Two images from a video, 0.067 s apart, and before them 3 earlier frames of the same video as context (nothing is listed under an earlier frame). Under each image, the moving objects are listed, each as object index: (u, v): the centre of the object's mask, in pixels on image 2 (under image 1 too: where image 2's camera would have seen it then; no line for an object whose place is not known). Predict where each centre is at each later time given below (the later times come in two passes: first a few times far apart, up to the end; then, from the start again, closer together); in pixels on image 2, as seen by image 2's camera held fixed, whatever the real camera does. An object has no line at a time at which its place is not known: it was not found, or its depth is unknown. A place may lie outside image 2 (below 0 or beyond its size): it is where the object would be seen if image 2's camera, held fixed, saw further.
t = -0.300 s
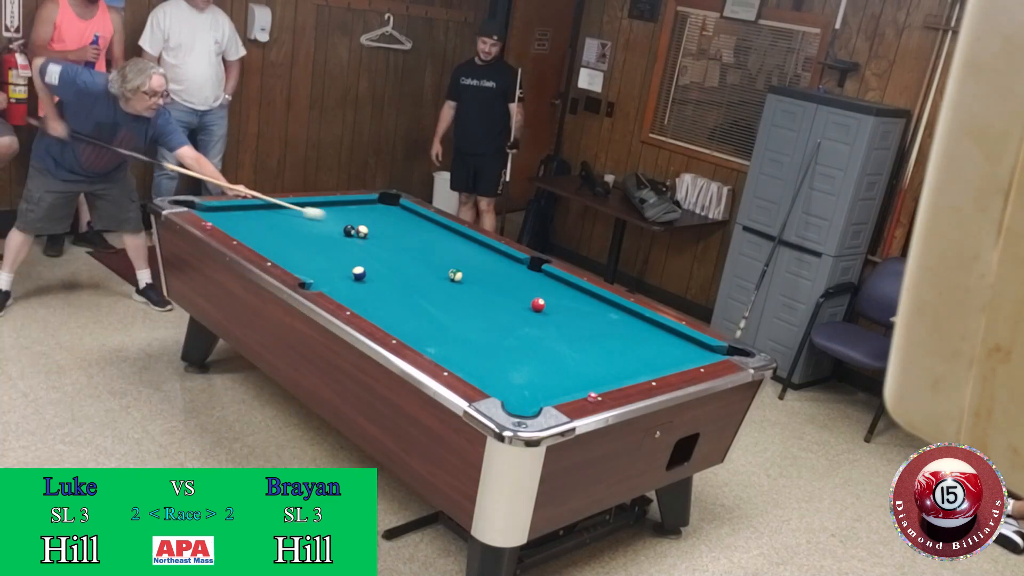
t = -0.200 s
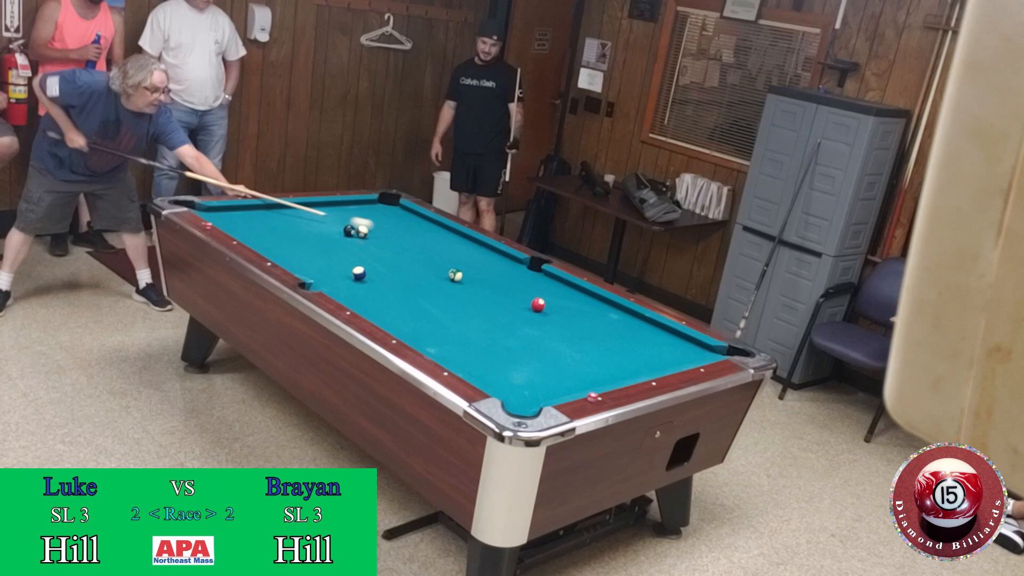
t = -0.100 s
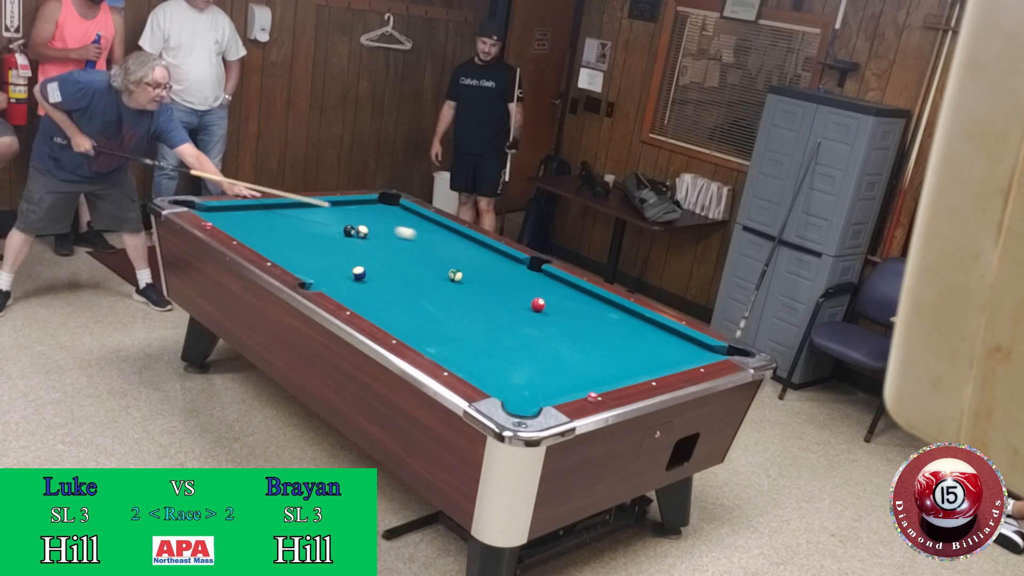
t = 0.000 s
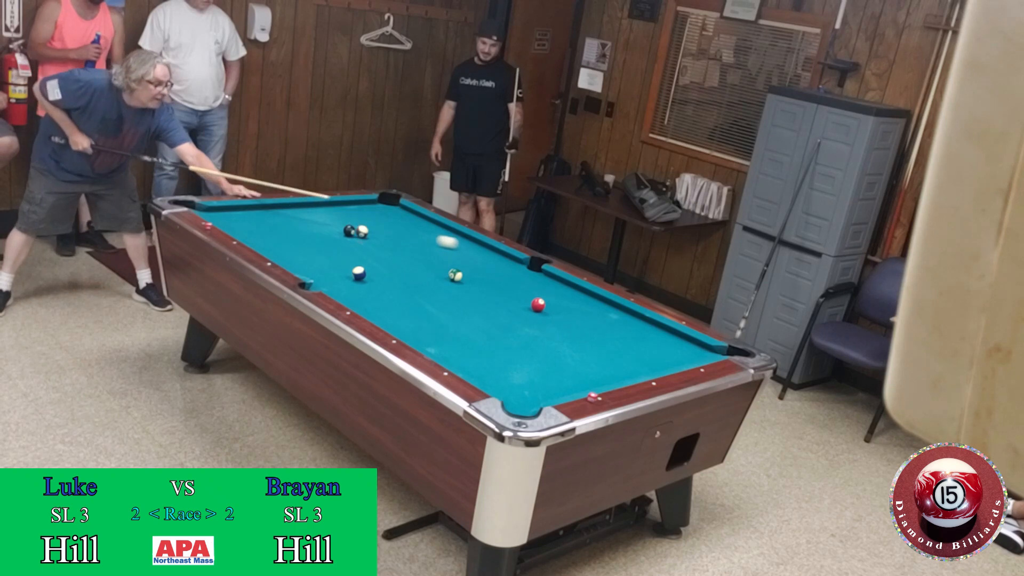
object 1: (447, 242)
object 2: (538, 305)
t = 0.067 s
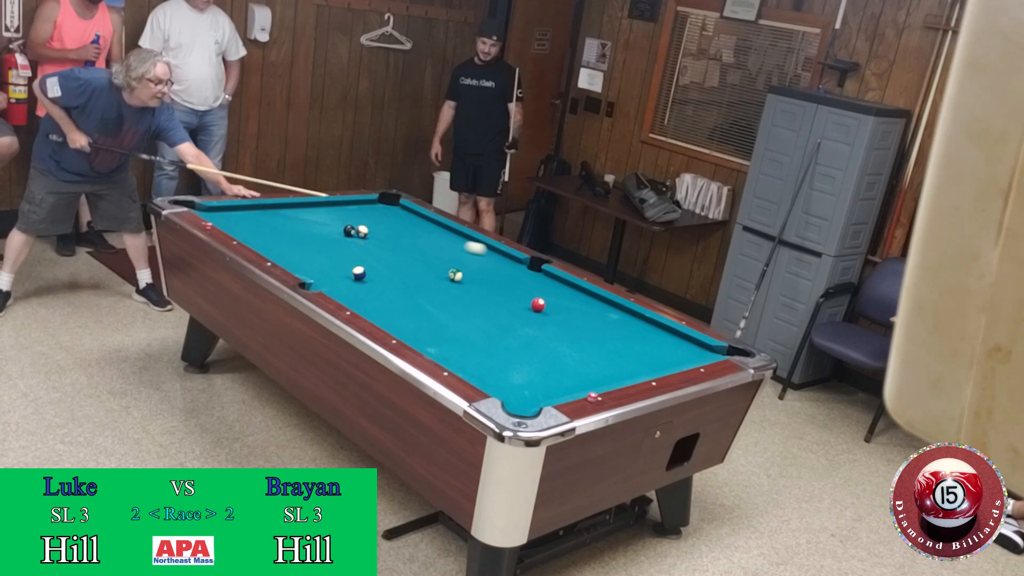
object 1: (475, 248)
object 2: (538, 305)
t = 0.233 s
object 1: (512, 264)
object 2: (538, 304)
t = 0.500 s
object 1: (537, 293)
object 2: (538, 305)
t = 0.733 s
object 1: (578, 315)
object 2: (524, 314)
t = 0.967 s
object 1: (623, 335)
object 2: (508, 325)
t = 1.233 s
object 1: (677, 358)
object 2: (489, 338)
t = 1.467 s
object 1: (657, 354)
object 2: (471, 350)
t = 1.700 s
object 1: (629, 345)
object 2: (454, 361)
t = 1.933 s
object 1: (604, 338)
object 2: (478, 363)
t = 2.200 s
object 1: (576, 330)
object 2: (505, 364)
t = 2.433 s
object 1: (554, 323)
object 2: (527, 364)
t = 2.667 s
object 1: (534, 317)
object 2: (547, 365)
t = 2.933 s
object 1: (513, 311)
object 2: (569, 365)
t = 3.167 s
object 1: (496, 306)
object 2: (585, 365)
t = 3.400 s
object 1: (480, 302)
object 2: (600, 365)
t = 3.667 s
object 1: (465, 297)
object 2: (615, 365)
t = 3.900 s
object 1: (453, 293)
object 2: (627, 366)
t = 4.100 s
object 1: (443, 291)
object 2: (635, 366)
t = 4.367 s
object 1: (432, 287)
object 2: (645, 365)
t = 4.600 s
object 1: (424, 285)
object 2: (653, 365)
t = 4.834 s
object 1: (417, 283)
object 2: (659, 365)
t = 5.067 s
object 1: (411, 281)
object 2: (664, 365)
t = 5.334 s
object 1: (406, 279)
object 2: (667, 364)
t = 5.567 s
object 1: (403, 278)
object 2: (668, 364)
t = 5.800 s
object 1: (401, 278)
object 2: (668, 364)
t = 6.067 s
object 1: (400, 278)
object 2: (668, 364)
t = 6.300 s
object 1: (400, 278)
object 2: (668, 364)
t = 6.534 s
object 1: (400, 278)
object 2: (668, 364)
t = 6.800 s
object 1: (400, 278)
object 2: (668, 364)
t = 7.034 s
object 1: (400, 278)
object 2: (668, 364)
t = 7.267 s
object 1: (400, 278)
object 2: (668, 364)
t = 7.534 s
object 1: (400, 278)
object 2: (668, 364)
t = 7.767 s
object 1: (400, 278)
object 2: (668, 364)
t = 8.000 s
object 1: (400, 278)
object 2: (668, 364)
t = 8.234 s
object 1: (400, 278)
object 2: (668, 364)
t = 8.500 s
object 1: (400, 278)
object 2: (668, 364)
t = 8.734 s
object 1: (400, 278)
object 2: (668, 364)
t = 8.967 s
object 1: (400, 277)
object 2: (668, 364)
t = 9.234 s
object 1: (400, 278)
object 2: (668, 364)
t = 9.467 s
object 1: (400, 278)
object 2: (668, 364)
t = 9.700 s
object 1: (400, 278)
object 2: (668, 364)
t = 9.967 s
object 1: (400, 278)
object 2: (668, 364)
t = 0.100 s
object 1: (489, 251)
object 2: (538, 305)
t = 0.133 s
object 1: (503, 254)
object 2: (538, 305)
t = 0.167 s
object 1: (508, 257)
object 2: (538, 304)
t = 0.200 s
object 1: (510, 261)
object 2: (538, 305)
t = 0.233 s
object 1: (512, 264)
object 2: (538, 304)
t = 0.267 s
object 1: (514, 268)
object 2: (538, 305)
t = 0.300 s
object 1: (517, 272)
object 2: (538, 304)
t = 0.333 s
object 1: (521, 275)
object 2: (538, 305)
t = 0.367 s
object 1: (524, 279)
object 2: (538, 304)
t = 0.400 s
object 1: (527, 283)
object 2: (538, 305)
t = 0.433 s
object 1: (531, 287)
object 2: (538, 305)
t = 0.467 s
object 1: (534, 291)
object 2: (538, 305)
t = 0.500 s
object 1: (537, 293)
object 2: (538, 305)
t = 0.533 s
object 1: (542, 297)
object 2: (538, 305)
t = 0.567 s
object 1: (548, 302)
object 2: (536, 305)
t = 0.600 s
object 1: (553, 304)
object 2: (534, 307)
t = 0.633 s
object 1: (559, 307)
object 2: (531, 309)
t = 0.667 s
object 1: (566, 310)
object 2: (529, 311)
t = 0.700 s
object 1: (572, 312)
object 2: (527, 312)
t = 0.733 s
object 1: (578, 315)
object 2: (524, 314)
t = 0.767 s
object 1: (584, 318)
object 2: (522, 315)
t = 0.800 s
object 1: (591, 321)
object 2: (520, 317)
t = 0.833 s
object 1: (597, 324)
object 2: (518, 318)
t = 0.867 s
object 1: (603, 326)
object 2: (515, 320)
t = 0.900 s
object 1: (610, 329)
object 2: (513, 322)
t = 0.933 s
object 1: (616, 332)
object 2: (511, 323)
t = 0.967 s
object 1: (623, 335)
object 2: (508, 325)
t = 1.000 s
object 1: (630, 338)
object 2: (506, 326)
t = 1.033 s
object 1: (636, 341)
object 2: (504, 328)
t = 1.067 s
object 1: (643, 344)
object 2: (501, 329)
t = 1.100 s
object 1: (650, 346)
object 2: (499, 331)
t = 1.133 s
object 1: (656, 350)
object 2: (496, 333)
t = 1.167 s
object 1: (663, 352)
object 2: (494, 335)
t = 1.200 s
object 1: (670, 355)
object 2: (491, 336)
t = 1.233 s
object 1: (677, 358)
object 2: (489, 338)
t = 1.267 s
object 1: (683, 360)
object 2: (486, 340)
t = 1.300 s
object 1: (680, 359)
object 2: (484, 341)
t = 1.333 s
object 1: (674, 358)
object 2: (481, 343)
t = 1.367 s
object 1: (670, 357)
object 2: (479, 345)
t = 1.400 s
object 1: (666, 356)
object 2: (476, 347)
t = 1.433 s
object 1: (661, 355)
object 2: (473, 348)
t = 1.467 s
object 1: (657, 354)
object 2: (471, 350)
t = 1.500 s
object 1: (653, 352)
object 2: (468, 352)
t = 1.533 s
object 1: (649, 351)
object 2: (466, 354)
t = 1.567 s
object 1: (645, 350)
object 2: (463, 355)
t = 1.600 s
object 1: (641, 349)
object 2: (460, 357)
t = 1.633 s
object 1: (637, 348)
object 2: (458, 359)
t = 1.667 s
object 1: (633, 346)
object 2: (456, 359)
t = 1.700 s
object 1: (629, 345)
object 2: (454, 361)
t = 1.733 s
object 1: (626, 344)
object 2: (456, 361)
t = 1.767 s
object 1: (622, 343)
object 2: (459, 362)
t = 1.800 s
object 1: (618, 342)
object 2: (463, 363)
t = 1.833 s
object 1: (614, 341)
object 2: (466, 363)
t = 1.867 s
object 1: (611, 340)
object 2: (470, 363)
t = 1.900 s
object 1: (607, 339)
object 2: (474, 363)
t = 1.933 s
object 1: (604, 338)
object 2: (478, 363)
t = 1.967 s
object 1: (600, 337)
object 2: (481, 364)
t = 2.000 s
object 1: (596, 336)
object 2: (485, 364)
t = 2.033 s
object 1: (593, 335)
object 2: (488, 364)
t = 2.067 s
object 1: (590, 334)
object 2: (492, 364)
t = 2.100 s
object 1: (586, 333)
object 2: (495, 364)
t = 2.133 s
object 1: (583, 332)
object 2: (498, 364)
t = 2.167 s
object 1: (580, 331)
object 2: (502, 364)
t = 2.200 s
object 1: (576, 330)
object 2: (505, 364)
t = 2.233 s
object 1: (573, 329)
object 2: (508, 364)
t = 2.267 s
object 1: (570, 328)
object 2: (512, 364)
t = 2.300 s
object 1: (567, 327)
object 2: (515, 364)
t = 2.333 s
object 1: (563, 326)
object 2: (518, 364)
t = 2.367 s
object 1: (560, 325)
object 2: (521, 364)
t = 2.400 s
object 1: (557, 324)
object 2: (524, 364)
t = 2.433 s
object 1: (554, 323)
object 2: (527, 364)
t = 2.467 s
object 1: (551, 322)
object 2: (530, 364)
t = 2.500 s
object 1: (548, 322)
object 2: (533, 364)
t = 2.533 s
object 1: (545, 321)
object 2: (536, 364)
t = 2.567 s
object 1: (542, 320)
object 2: (539, 364)
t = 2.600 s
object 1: (540, 319)
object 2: (542, 365)
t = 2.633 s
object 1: (537, 318)
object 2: (545, 365)
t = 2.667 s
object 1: (534, 317)
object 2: (547, 365)
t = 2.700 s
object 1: (531, 317)
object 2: (550, 365)
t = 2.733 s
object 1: (528, 316)
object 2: (553, 364)
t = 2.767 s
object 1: (526, 315)
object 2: (555, 365)
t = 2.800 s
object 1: (523, 314)
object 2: (558, 365)
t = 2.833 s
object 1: (520, 314)
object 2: (561, 365)
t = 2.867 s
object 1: (518, 313)
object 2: (563, 365)
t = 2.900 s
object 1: (515, 312)
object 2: (566, 365)
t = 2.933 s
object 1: (513, 311)
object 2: (569, 365)
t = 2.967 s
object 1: (510, 311)
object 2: (571, 365)
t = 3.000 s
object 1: (508, 310)
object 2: (574, 365)
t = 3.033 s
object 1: (505, 309)
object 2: (576, 365)
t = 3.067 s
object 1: (503, 308)
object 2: (578, 365)
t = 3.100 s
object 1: (500, 308)
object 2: (581, 365)
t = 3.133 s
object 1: (498, 307)
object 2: (583, 365)
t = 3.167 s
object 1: (496, 306)
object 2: (585, 365)
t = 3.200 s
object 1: (494, 306)
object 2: (587, 365)
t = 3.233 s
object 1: (491, 305)
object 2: (589, 365)
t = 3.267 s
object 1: (489, 304)
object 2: (592, 365)
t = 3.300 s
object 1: (487, 304)
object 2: (594, 365)
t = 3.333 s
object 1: (485, 303)
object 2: (596, 365)
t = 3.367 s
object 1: (483, 302)
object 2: (598, 365)
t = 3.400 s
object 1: (480, 302)
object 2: (600, 365)
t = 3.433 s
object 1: (478, 301)
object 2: (602, 365)
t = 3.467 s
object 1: (476, 301)
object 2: (604, 365)
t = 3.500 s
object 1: (475, 300)
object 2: (606, 365)
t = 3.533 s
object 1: (472, 299)
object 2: (608, 365)
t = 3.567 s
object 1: (470, 299)
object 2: (610, 365)
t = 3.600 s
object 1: (469, 298)
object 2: (611, 365)
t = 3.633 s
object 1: (467, 298)
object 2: (613, 365)
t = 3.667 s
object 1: (465, 297)
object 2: (615, 365)
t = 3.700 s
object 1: (463, 297)
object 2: (617, 366)
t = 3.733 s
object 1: (461, 296)
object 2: (619, 366)
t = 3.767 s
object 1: (459, 295)
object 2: (620, 366)
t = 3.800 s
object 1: (458, 295)
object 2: (622, 366)
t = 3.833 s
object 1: (456, 294)
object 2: (623, 366)
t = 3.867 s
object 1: (454, 294)
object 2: (625, 366)
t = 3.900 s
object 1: (453, 293)
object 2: (627, 366)
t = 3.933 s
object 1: (451, 293)
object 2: (628, 365)
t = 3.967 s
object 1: (449, 292)
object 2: (630, 366)
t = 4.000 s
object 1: (447, 292)
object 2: (631, 366)
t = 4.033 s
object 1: (446, 291)
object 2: (633, 365)
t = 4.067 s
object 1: (445, 291)
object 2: (634, 366)
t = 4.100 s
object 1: (443, 291)
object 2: (635, 366)
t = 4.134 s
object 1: (441, 290)
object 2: (637, 366)
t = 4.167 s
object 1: (440, 290)
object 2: (638, 366)
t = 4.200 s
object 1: (438, 289)
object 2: (640, 366)
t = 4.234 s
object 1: (437, 289)
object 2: (641, 366)
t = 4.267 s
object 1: (436, 289)
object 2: (642, 366)
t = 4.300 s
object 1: (434, 288)
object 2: (643, 366)
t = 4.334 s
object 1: (433, 288)
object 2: (644, 366)
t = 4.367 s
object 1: (432, 287)
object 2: (645, 365)
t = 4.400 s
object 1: (431, 287)
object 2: (647, 365)
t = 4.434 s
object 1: (429, 287)
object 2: (648, 366)
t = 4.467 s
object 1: (428, 286)
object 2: (649, 366)
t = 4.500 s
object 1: (427, 286)
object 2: (650, 366)
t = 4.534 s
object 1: (426, 285)
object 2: (651, 365)
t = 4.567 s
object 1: (425, 285)
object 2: (652, 365)
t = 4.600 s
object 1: (424, 285)
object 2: (653, 365)
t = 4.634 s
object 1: (423, 285)
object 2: (654, 365)
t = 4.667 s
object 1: (422, 284)
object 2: (655, 365)
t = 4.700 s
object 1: (421, 284)
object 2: (656, 365)
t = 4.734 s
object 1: (420, 284)
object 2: (657, 365)
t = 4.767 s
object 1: (419, 283)
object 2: (657, 365)
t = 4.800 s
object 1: (418, 283)
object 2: (658, 365)
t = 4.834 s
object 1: (417, 283)
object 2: (659, 365)
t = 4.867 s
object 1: (416, 282)
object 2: (660, 365)
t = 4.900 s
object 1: (415, 282)
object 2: (661, 365)
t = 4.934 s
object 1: (414, 282)
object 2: (661, 365)
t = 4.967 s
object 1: (413, 282)
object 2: (662, 365)
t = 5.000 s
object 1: (413, 281)
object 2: (662, 365)
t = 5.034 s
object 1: (412, 281)
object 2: (663, 365)
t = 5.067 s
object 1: (411, 281)
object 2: (664, 365)
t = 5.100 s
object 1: (410, 281)
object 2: (664, 365)
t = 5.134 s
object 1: (410, 280)
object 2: (665, 364)
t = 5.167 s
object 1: (409, 280)
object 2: (665, 364)
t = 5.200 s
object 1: (409, 280)
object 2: (665, 364)
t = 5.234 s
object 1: (408, 280)
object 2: (666, 364)
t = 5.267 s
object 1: (407, 280)
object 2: (666, 364)
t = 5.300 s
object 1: (407, 280)
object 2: (667, 364)
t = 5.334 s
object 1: (406, 279)
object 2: (667, 364)
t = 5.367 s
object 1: (406, 279)
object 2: (667, 364)
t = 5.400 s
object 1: (405, 279)
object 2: (667, 364)
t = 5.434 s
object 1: (405, 279)
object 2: (667, 364)
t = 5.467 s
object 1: (404, 279)
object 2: (668, 364)
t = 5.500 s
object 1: (404, 279)
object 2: (668, 364)
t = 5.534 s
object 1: (403, 279)
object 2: (668, 364)
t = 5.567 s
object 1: (403, 278)
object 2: (668, 364)
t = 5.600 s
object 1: (403, 278)
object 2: (668, 364)
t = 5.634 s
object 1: (402, 278)
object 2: (668, 364)
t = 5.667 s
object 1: (402, 278)
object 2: (668, 364)
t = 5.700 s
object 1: (402, 278)
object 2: (668, 364)
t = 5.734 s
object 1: (401, 278)
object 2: (668, 364)
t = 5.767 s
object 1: (401, 278)
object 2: (668, 364)
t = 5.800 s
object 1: (401, 278)
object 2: (668, 364)
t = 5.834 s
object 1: (401, 278)
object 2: (668, 364)
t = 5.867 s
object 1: (401, 278)
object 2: (668, 364)
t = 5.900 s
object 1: (401, 278)
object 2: (668, 364)
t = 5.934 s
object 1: (400, 278)
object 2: (668, 364)
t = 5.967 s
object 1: (400, 278)
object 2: (668, 364)
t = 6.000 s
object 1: (400, 278)
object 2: (668, 364)
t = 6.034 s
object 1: (400, 278)
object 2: (668, 364)
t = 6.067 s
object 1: (400, 278)
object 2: (668, 364)
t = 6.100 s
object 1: (400, 278)
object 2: (668, 364)
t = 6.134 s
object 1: (400, 278)
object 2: (668, 364)
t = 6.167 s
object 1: (400, 278)
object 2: (668, 364)
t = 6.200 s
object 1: (400, 278)
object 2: (668, 364)
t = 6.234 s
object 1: (400, 278)
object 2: (668, 364)
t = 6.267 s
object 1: (400, 278)
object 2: (668, 364)
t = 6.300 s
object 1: (400, 278)
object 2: (668, 364)
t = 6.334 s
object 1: (400, 278)
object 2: (668, 364)
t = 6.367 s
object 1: (400, 278)
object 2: (668, 364)
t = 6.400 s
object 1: (400, 278)
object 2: (668, 364)
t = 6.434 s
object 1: (400, 278)
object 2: (668, 364)
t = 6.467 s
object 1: (400, 278)
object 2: (668, 364)
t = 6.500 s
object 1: (400, 278)
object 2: (668, 364)
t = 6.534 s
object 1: (400, 278)
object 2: (668, 364)
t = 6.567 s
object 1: (400, 278)
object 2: (668, 364)
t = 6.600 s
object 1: (400, 278)
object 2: (668, 364)
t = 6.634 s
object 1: (400, 278)
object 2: (668, 364)
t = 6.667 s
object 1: (400, 278)
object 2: (668, 364)
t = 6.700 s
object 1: (400, 278)
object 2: (668, 364)
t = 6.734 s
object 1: (400, 278)
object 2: (668, 364)
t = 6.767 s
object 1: (400, 278)
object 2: (668, 364)
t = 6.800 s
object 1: (400, 278)
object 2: (668, 364)
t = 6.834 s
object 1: (400, 278)
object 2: (668, 364)
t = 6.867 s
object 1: (400, 278)
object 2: (668, 364)
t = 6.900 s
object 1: (400, 278)
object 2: (668, 364)
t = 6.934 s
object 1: (400, 278)
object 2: (668, 364)
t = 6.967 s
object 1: (400, 278)
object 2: (668, 364)
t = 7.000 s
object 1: (400, 278)
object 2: (668, 364)
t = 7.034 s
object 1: (400, 278)
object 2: (668, 364)
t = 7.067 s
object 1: (400, 278)
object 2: (668, 364)
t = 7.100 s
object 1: (400, 278)
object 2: (668, 364)
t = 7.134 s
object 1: (400, 278)
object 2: (668, 364)
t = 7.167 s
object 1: (400, 278)
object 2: (668, 364)
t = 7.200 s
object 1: (400, 278)
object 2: (668, 364)
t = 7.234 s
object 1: (400, 278)
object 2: (668, 364)
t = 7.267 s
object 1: (400, 278)
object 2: (668, 364)
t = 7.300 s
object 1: (400, 278)
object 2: (668, 364)
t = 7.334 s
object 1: (400, 278)
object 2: (668, 364)
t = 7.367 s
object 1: (400, 278)
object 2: (668, 364)
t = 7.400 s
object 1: (400, 278)
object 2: (668, 364)
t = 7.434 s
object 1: (400, 278)
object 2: (668, 364)
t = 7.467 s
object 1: (400, 278)
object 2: (668, 364)
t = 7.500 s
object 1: (400, 278)
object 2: (668, 364)
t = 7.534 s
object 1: (400, 278)
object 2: (668, 364)
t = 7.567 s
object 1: (400, 278)
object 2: (668, 364)
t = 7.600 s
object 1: (400, 278)
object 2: (668, 364)
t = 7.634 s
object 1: (400, 278)
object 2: (668, 364)
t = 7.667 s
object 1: (400, 278)
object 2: (668, 364)
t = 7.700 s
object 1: (400, 278)
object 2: (668, 364)
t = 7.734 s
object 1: (400, 278)
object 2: (668, 364)
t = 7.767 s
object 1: (400, 278)
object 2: (668, 364)
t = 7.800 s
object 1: (400, 278)
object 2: (668, 364)
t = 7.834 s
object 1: (400, 278)
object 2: (668, 364)
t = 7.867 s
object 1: (400, 278)
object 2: (668, 364)
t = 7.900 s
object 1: (400, 278)
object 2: (668, 364)
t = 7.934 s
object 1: (400, 278)
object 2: (668, 364)
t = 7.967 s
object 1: (400, 278)
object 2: (668, 364)
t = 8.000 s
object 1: (400, 278)
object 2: (668, 364)
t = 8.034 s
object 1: (400, 278)
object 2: (668, 364)
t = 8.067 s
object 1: (400, 278)
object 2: (668, 364)
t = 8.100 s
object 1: (400, 278)
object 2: (668, 364)
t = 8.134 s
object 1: (400, 278)
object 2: (668, 364)
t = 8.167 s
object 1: (400, 278)
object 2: (668, 364)
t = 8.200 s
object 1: (400, 278)
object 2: (668, 364)
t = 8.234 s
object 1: (400, 278)
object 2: (668, 364)
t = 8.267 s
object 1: (400, 278)
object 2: (668, 364)
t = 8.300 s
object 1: (400, 278)
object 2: (668, 364)
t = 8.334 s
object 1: (400, 278)
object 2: (668, 364)
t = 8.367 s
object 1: (400, 278)
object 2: (668, 364)
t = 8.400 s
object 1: (400, 278)
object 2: (668, 364)
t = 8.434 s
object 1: (400, 278)
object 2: (668, 364)
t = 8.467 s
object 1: (400, 278)
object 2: (668, 364)
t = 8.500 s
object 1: (400, 278)
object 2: (668, 364)
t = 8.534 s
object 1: (400, 278)
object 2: (668, 364)
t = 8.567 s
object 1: (400, 278)
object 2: (668, 364)
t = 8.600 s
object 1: (400, 278)
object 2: (668, 364)
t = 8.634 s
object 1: (400, 278)
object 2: (668, 364)
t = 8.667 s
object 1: (400, 278)
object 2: (668, 364)
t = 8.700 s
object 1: (400, 278)
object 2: (668, 364)
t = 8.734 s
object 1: (400, 278)
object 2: (668, 364)
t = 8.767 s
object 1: (400, 278)
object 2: (668, 364)
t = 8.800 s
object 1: (400, 278)
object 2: (668, 364)
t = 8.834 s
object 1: (400, 278)
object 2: (668, 364)
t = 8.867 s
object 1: (400, 277)
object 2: (668, 364)
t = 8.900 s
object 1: (400, 278)
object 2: (668, 364)
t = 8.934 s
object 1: (400, 278)
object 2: (668, 364)
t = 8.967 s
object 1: (400, 277)
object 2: (668, 364)
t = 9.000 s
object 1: (400, 278)
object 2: (668, 364)
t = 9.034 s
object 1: (400, 278)
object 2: (668, 364)
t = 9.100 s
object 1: (400, 278)
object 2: (668, 364)
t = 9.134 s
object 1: (400, 278)
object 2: (668, 364)
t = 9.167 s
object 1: (400, 278)
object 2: (668, 364)
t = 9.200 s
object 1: (400, 278)
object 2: (668, 364)
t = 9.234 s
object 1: (400, 278)
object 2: (668, 364)
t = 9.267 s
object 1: (400, 277)
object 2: (668, 364)
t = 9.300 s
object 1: (400, 278)
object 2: (668, 364)
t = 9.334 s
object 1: (400, 278)
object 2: (668, 364)
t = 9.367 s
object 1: (400, 278)
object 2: (668, 364)
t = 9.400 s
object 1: (400, 278)
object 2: (668, 364)
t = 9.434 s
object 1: (400, 278)
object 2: (668, 364)
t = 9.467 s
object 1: (400, 278)
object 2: (668, 364)
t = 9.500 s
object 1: (400, 278)
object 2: (668, 364)
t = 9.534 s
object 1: (400, 278)
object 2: (668, 364)
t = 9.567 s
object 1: (400, 278)
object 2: (668, 364)
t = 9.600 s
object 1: (400, 278)
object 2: (668, 364)
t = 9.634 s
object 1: (400, 278)
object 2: (668, 364)
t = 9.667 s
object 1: (400, 278)
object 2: (668, 364)
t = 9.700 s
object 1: (400, 278)
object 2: (668, 364)
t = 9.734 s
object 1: (400, 278)
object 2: (668, 364)
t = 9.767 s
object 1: (400, 278)
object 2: (668, 364)
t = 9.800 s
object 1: (400, 278)
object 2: (668, 364)
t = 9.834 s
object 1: (400, 278)
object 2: (668, 364)
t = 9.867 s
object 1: (400, 278)
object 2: (668, 364)
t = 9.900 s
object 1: (400, 278)
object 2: (668, 364)
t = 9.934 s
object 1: (400, 278)
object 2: (668, 364)
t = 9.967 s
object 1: (400, 278)
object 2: (668, 364)
